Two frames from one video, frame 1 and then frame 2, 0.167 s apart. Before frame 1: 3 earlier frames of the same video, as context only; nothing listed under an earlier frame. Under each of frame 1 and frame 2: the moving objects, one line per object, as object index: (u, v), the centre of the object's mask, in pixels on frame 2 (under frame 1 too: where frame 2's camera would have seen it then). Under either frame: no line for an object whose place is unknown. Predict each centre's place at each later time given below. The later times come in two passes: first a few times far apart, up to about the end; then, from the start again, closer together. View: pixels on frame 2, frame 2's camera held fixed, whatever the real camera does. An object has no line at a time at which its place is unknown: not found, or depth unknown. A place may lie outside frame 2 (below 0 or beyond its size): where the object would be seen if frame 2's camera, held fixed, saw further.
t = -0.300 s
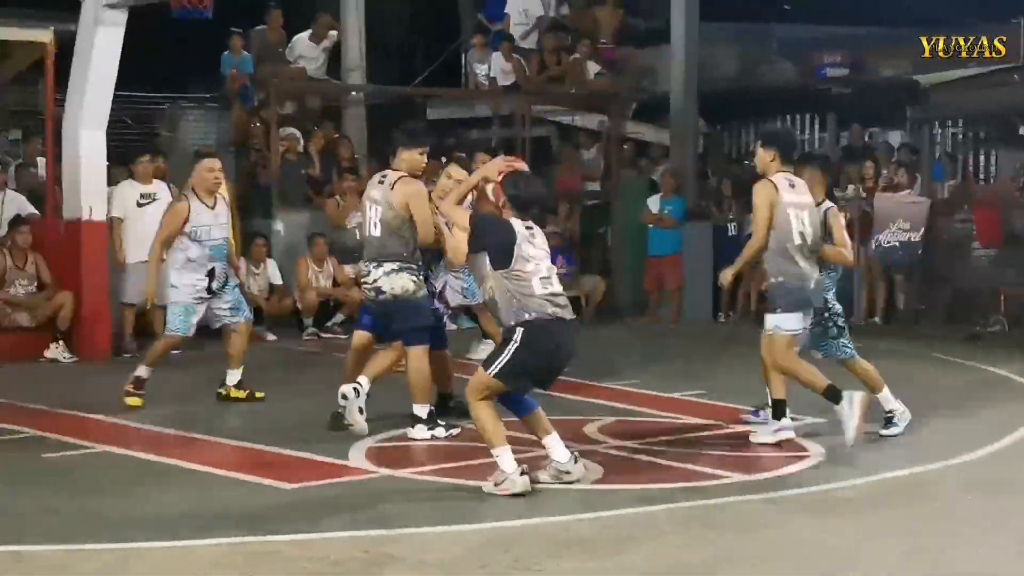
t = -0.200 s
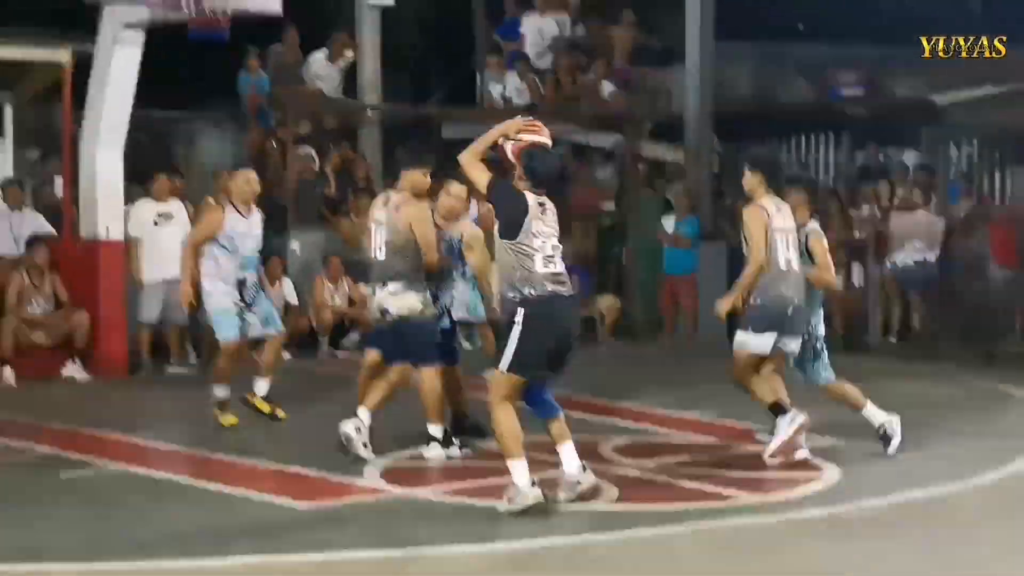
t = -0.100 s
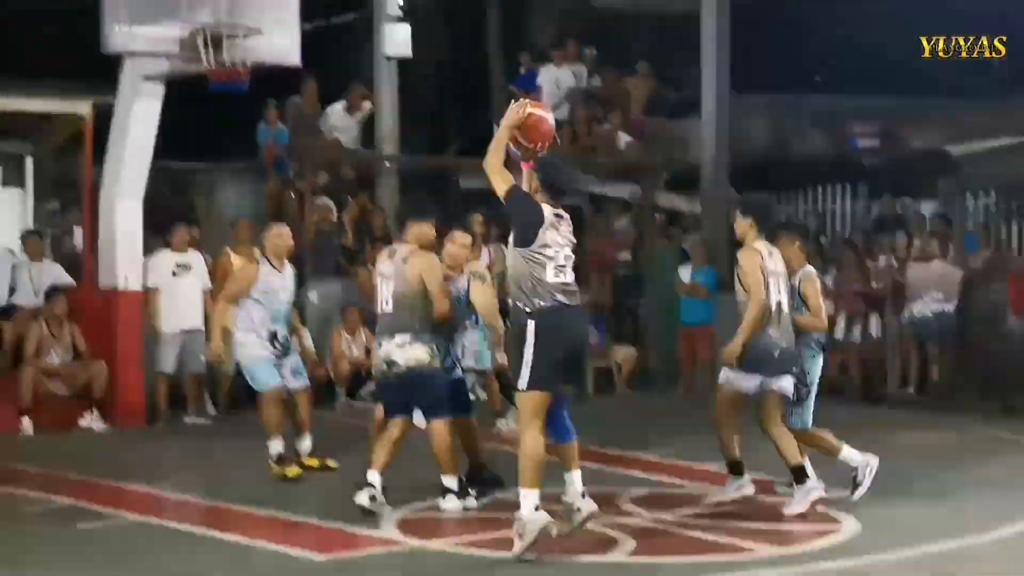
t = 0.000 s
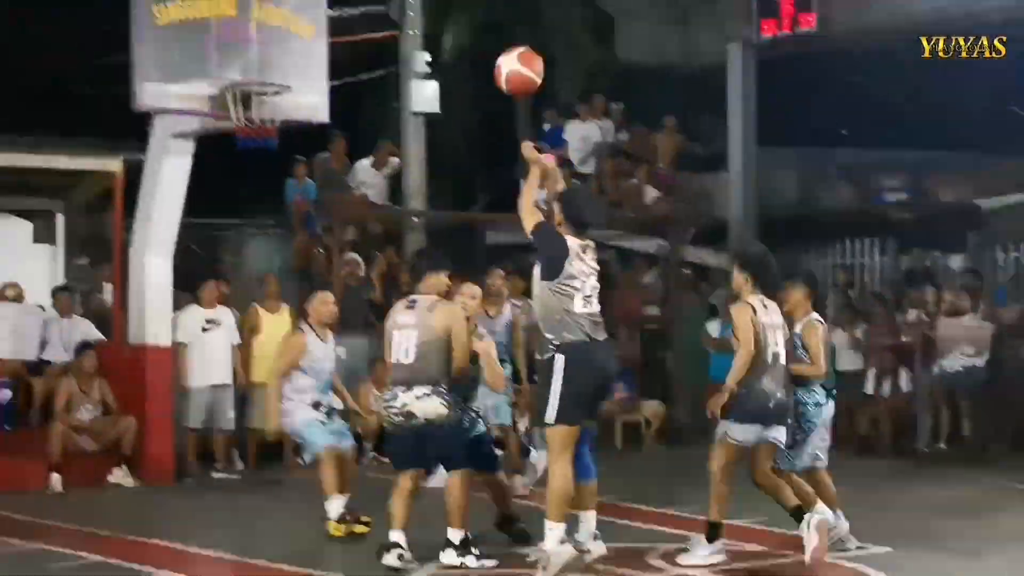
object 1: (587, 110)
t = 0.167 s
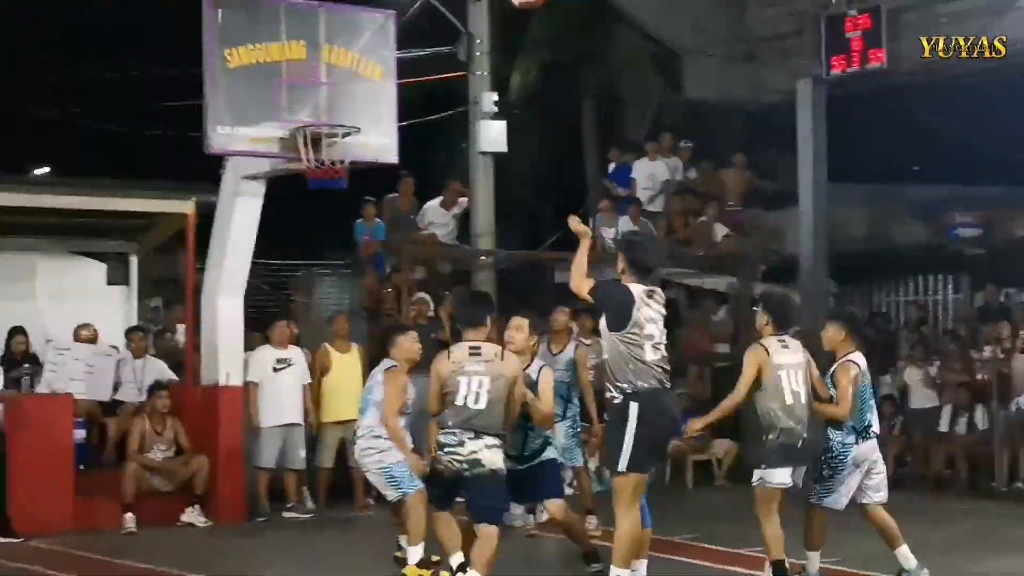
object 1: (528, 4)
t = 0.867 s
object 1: (362, 48)
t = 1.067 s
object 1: (331, 155)
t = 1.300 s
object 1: (310, 202)
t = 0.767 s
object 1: (383, 10)
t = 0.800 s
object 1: (376, 18)
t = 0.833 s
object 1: (369, 29)
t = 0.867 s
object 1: (362, 48)
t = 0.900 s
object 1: (359, 58)
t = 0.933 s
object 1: (353, 78)
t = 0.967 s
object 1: (348, 97)
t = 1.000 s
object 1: (342, 118)
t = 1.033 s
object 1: (337, 135)
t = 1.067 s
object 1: (331, 155)
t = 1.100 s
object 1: (326, 160)
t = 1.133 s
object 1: (323, 165)
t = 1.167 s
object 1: (320, 170)
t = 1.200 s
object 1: (318, 176)
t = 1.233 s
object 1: (315, 183)
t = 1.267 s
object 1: (312, 192)
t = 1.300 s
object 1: (310, 202)
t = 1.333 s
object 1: (307, 214)
